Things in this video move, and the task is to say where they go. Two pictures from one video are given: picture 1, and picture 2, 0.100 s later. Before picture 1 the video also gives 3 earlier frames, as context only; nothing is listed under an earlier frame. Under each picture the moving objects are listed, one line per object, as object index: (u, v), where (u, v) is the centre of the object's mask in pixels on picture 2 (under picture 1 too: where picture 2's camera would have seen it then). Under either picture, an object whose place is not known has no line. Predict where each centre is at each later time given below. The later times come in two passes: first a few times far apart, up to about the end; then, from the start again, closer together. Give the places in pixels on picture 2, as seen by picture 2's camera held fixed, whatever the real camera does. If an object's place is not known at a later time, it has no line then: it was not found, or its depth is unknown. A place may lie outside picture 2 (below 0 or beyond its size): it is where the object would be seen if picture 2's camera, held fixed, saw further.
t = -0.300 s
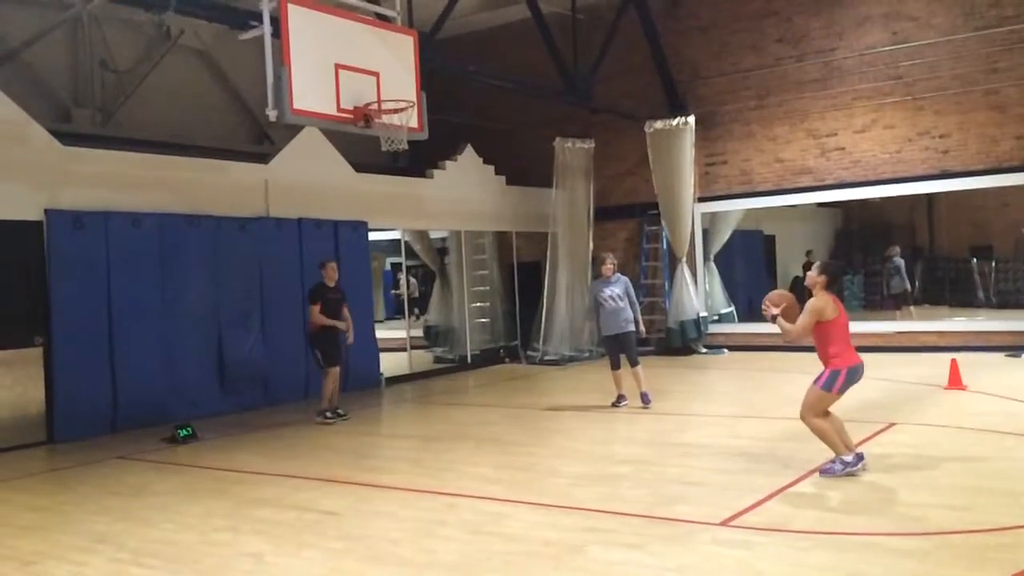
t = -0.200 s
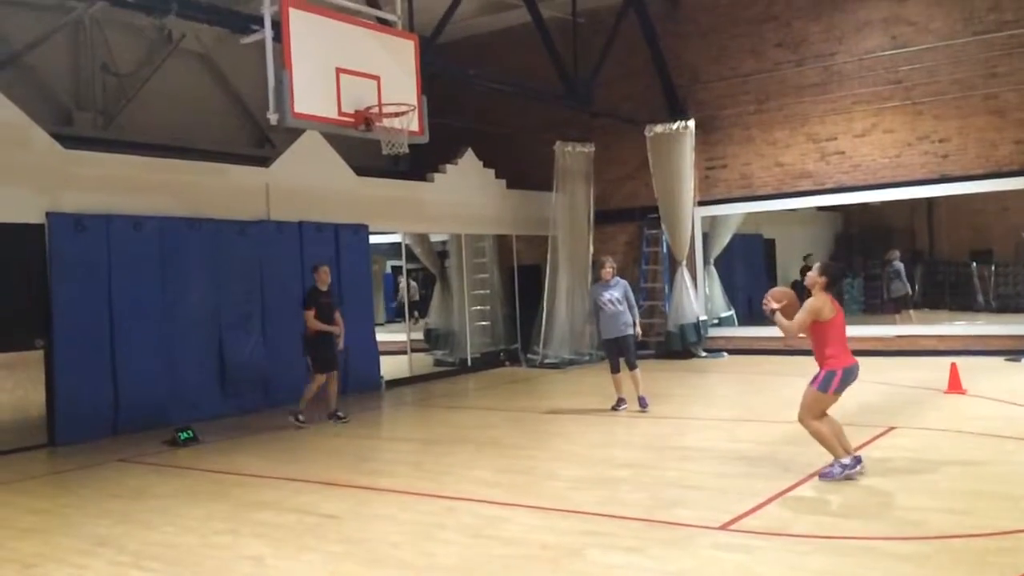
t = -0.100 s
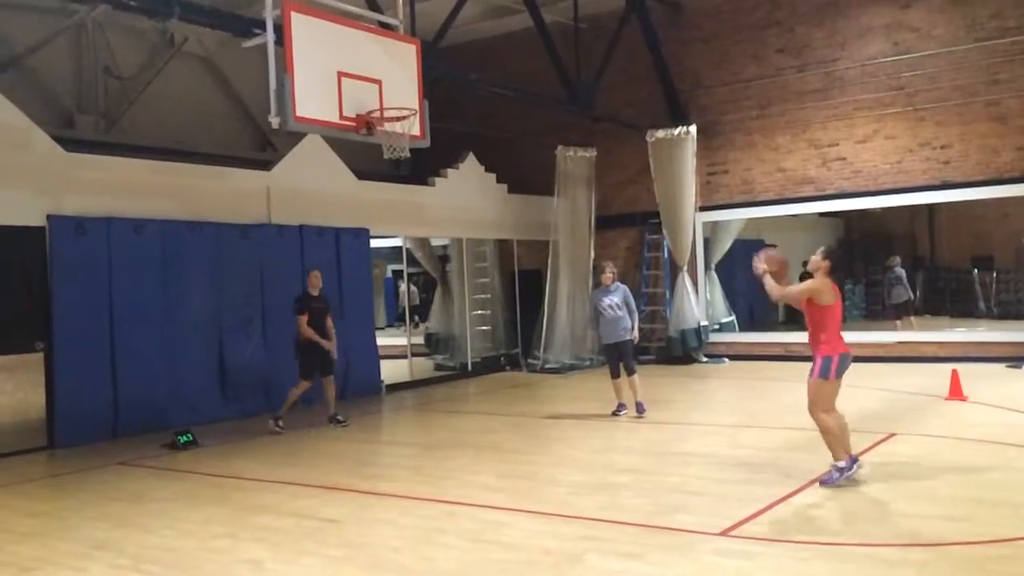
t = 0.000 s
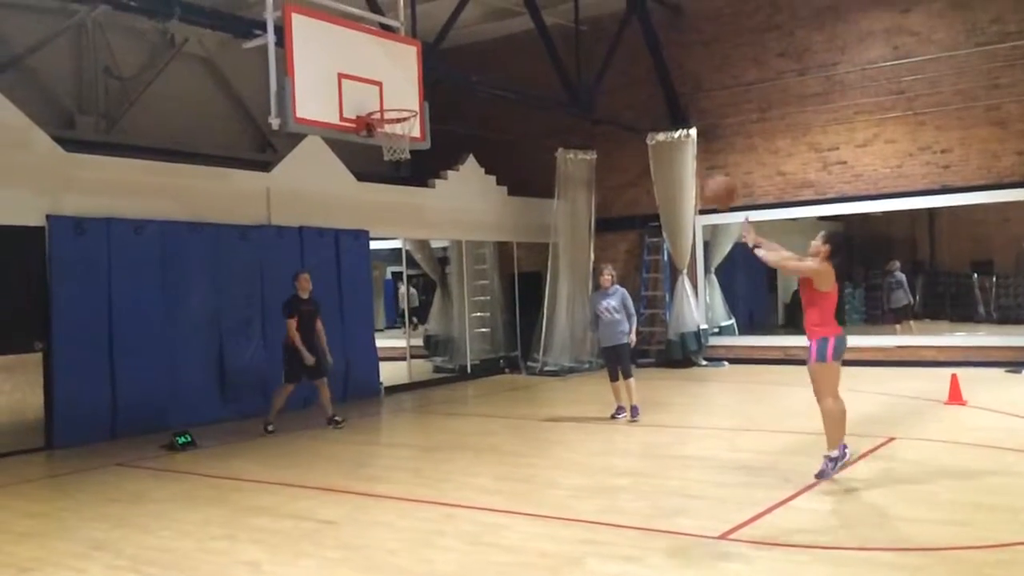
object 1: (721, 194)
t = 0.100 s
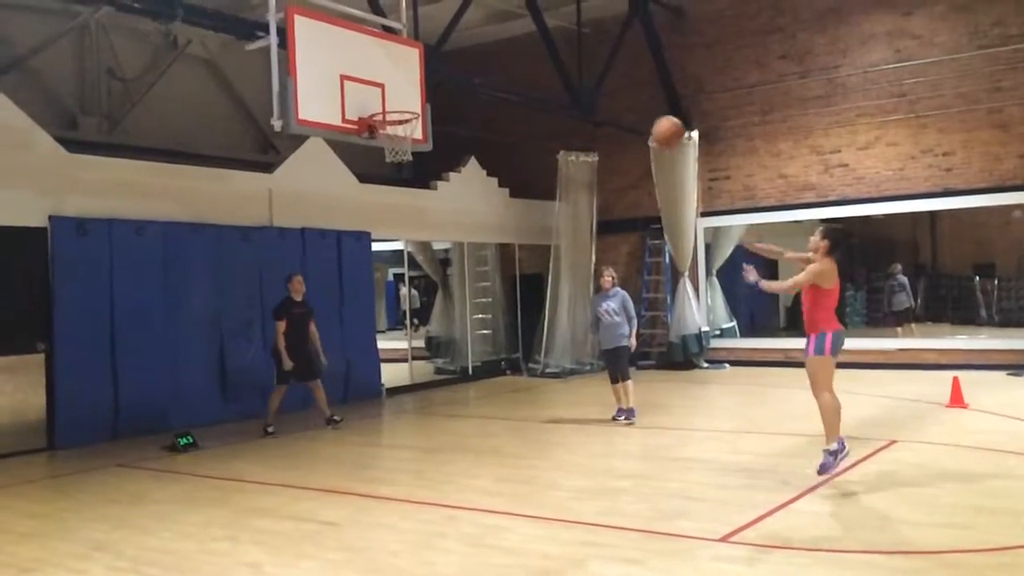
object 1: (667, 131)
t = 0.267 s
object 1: (589, 66)
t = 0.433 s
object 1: (522, 39)
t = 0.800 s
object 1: (400, 90)
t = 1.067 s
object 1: (411, 65)
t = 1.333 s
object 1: (456, 67)
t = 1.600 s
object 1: (512, 158)
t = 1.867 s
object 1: (579, 356)
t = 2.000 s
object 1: (615, 460)
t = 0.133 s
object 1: (651, 116)
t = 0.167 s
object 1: (635, 100)
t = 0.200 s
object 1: (620, 87)
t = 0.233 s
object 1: (604, 76)
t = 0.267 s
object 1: (589, 66)
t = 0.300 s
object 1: (576, 58)
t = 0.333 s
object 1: (562, 51)
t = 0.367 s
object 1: (548, 45)
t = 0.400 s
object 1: (535, 41)
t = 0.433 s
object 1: (522, 39)
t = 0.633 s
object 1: (453, 49)
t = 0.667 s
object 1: (441, 57)
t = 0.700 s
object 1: (430, 62)
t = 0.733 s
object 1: (420, 71)
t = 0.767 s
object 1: (409, 80)
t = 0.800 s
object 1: (400, 90)
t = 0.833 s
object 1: (391, 101)
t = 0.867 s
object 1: (382, 112)
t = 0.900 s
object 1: (387, 101)
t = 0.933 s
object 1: (392, 92)
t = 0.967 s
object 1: (396, 84)
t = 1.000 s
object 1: (401, 76)
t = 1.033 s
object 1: (406, 70)
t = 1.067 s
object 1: (411, 65)
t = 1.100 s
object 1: (416, 61)
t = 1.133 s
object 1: (422, 59)
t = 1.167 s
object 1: (427, 57)
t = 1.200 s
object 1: (433, 57)
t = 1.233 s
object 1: (438, 57)
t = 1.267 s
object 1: (444, 59)
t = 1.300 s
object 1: (450, 63)
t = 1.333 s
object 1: (456, 67)
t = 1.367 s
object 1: (463, 73)
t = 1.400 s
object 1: (470, 81)
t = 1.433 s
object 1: (476, 90)
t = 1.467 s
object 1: (483, 101)
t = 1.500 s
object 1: (490, 113)
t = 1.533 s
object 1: (497, 126)
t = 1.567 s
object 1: (504, 142)
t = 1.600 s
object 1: (512, 158)
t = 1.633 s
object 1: (519, 177)
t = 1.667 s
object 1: (527, 196)
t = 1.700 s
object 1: (534, 218)
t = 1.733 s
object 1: (544, 242)
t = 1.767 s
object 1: (552, 267)
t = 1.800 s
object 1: (562, 294)
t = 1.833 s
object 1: (569, 323)
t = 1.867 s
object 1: (579, 356)
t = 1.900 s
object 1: (588, 388)
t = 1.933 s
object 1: (598, 425)
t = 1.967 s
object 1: (609, 461)
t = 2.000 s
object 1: (615, 460)
